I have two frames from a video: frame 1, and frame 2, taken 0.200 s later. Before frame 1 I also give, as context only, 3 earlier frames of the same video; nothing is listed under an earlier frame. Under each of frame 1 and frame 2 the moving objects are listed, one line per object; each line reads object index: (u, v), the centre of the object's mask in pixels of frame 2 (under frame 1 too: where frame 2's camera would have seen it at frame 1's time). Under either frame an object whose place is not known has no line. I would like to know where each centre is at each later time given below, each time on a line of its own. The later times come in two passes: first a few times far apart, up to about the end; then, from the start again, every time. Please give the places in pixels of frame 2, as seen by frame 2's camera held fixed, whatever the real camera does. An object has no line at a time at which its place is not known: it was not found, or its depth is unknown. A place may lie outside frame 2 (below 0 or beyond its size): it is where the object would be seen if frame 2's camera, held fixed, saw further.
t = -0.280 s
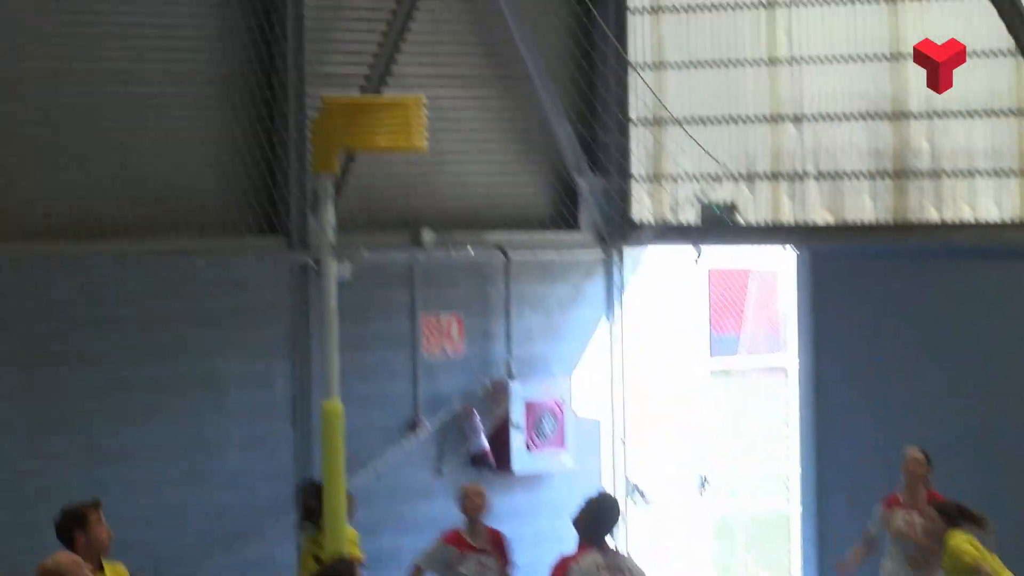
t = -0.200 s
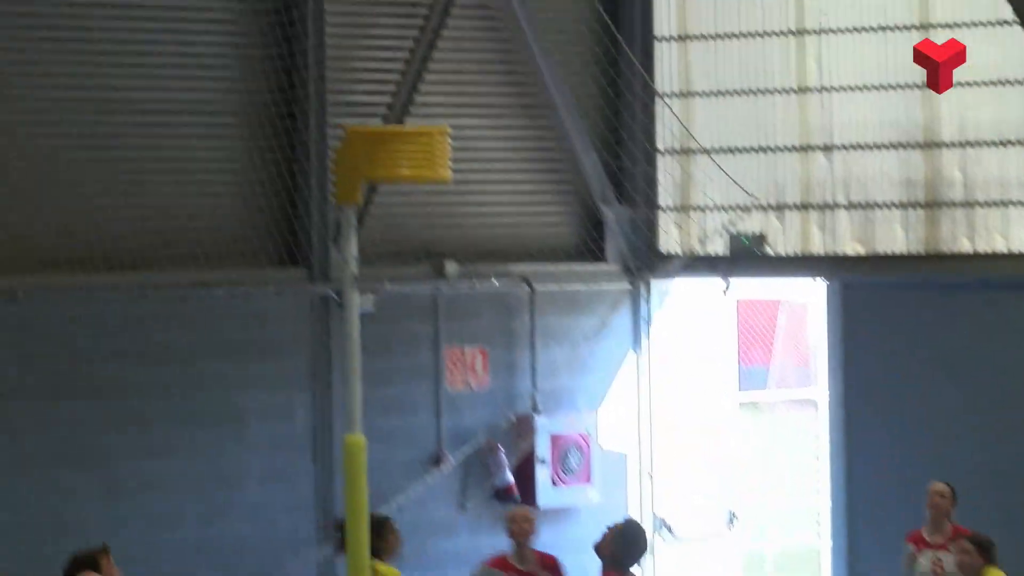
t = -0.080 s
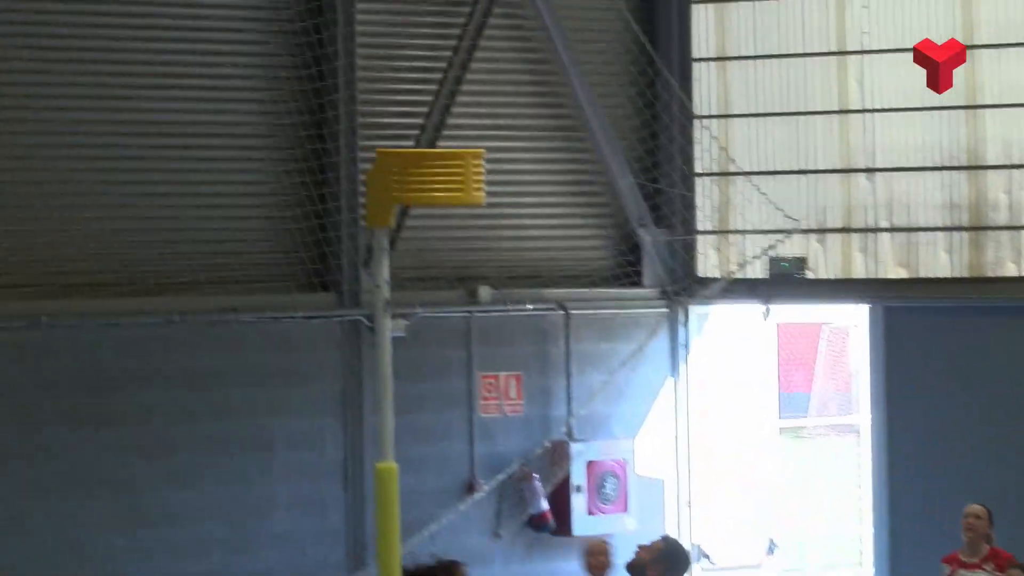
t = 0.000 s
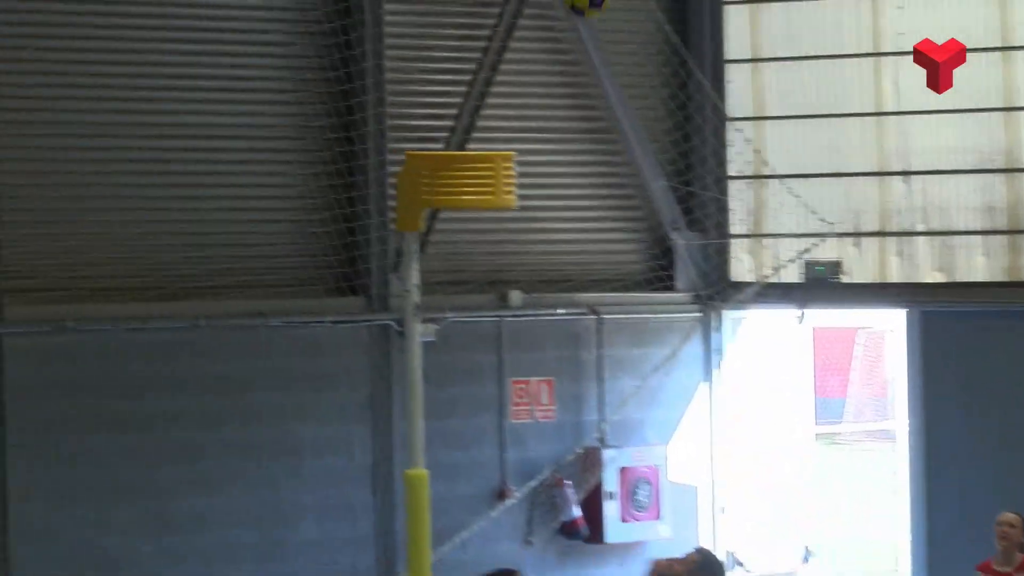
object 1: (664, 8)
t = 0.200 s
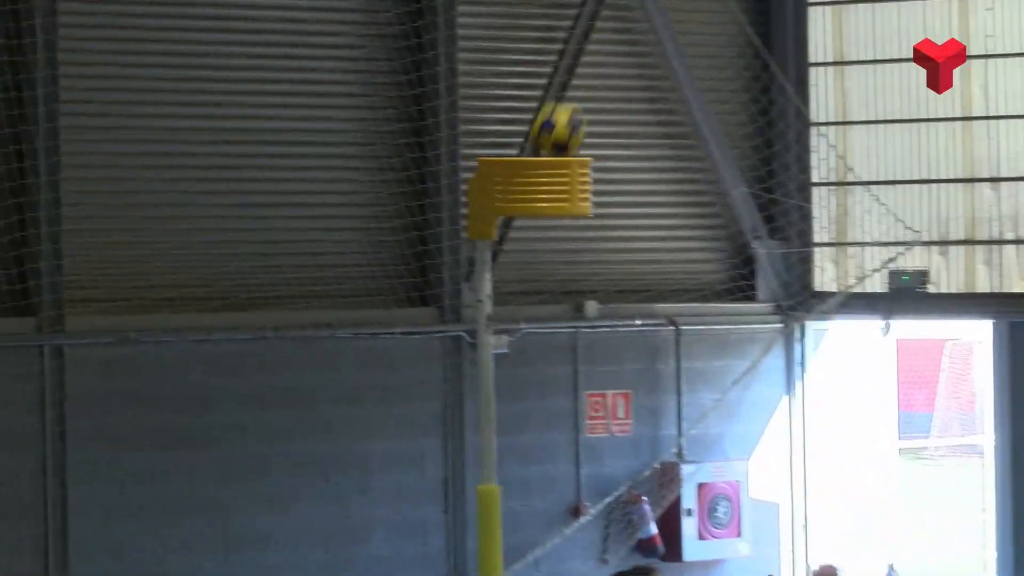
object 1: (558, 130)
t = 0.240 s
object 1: (535, 150)
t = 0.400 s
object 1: (465, 328)
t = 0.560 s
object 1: (395, 546)
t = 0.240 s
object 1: (535, 150)
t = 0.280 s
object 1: (516, 224)
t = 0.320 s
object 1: (500, 244)
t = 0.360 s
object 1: (482, 284)
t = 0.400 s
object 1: (465, 328)
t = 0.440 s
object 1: (448, 379)
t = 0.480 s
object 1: (431, 431)
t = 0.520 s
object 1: (412, 487)
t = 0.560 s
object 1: (395, 546)
